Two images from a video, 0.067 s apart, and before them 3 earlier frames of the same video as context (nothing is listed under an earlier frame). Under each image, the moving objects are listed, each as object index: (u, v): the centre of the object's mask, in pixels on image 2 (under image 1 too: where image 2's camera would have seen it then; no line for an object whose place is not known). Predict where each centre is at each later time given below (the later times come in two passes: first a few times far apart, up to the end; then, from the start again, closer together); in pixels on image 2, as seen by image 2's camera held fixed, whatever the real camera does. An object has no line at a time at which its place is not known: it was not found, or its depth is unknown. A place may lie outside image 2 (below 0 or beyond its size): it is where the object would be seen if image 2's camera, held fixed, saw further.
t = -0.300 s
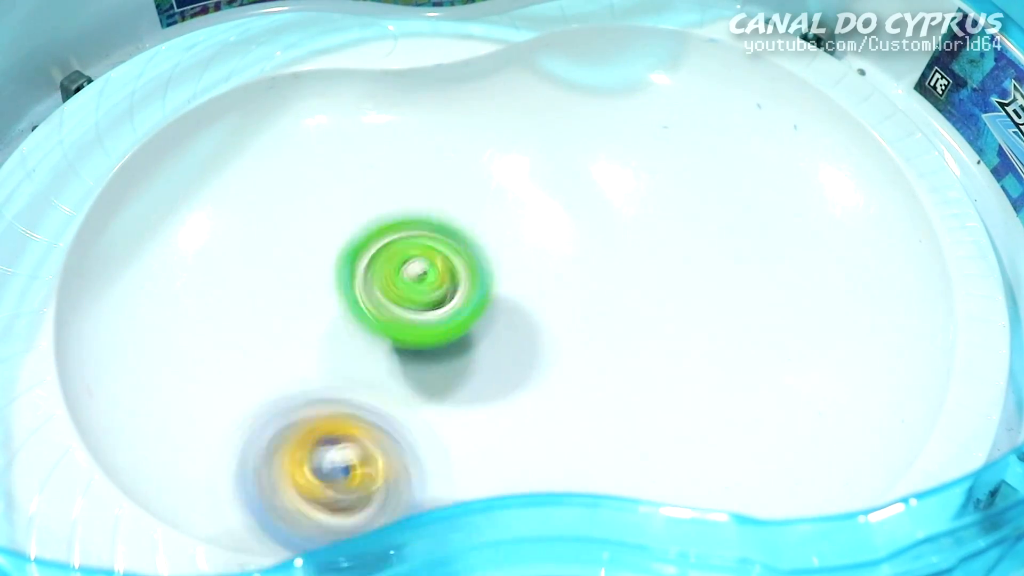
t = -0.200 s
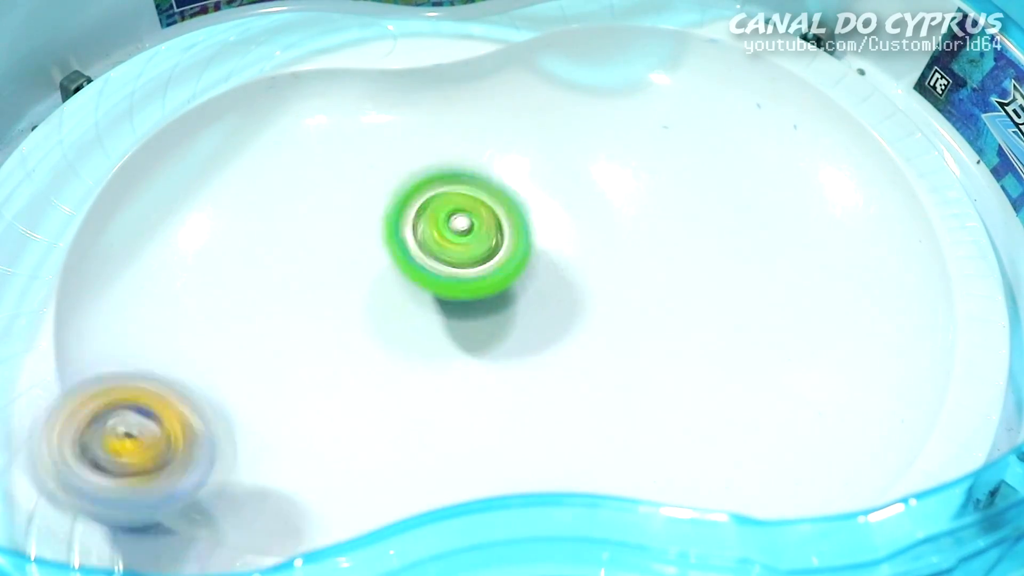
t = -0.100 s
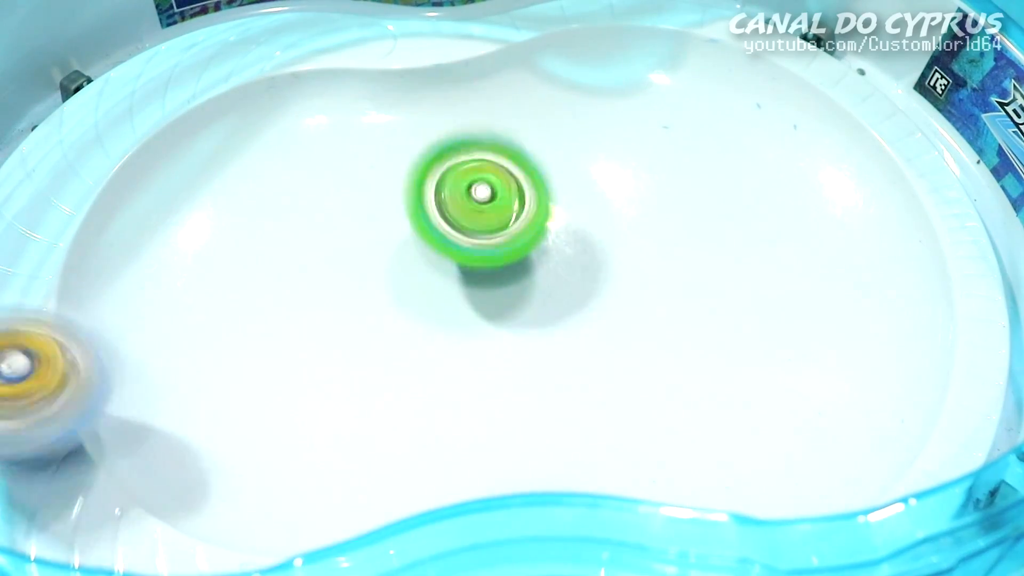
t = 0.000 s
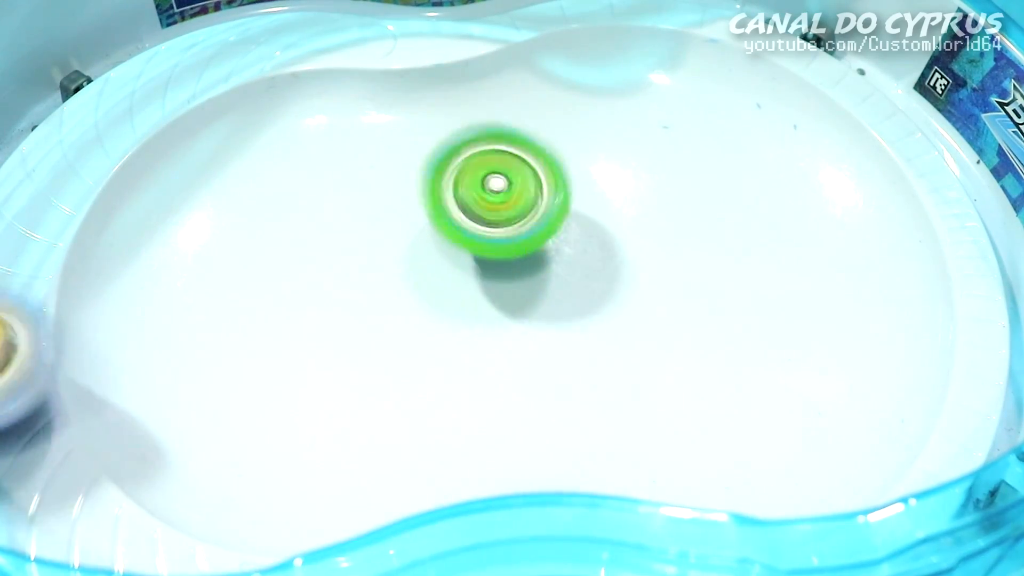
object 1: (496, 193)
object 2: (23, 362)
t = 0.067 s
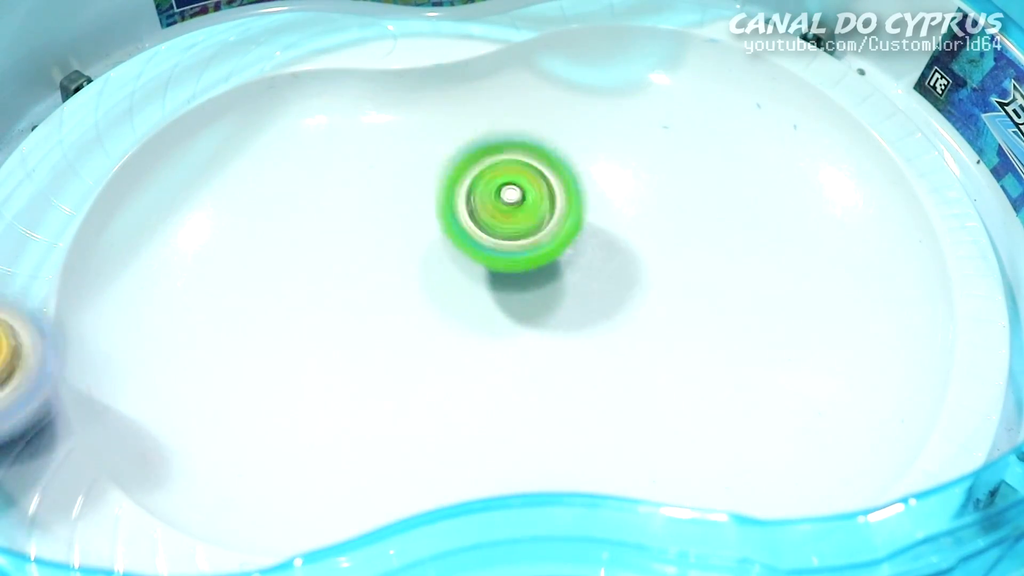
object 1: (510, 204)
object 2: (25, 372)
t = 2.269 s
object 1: (671, 289)
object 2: (699, 161)
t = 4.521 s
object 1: (678, 251)
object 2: (470, 346)
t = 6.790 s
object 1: (694, 327)
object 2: (454, 287)
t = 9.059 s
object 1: (543, 284)
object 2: (642, 223)
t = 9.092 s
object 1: (540, 286)
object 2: (648, 233)
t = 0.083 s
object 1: (518, 207)
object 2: (26, 376)
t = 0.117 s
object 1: (531, 217)
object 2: (29, 377)
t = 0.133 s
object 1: (540, 226)
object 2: (32, 382)
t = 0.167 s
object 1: (559, 237)
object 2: (34, 389)
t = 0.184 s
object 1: (570, 247)
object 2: (34, 390)
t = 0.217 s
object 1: (595, 262)
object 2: (39, 396)
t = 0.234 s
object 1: (608, 270)
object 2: (42, 400)
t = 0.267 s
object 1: (639, 289)
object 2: (48, 402)
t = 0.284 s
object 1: (656, 294)
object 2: (51, 404)
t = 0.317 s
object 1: (686, 307)
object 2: (57, 408)
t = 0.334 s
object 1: (706, 308)
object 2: (60, 408)
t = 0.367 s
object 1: (735, 312)
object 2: (73, 409)
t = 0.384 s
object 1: (752, 314)
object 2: (78, 409)
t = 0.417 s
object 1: (779, 308)
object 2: (95, 403)
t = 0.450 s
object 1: (799, 300)
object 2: (124, 398)
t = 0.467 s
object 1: (810, 296)
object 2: (147, 395)
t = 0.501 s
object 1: (822, 282)
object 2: (189, 385)
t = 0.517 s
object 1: (826, 277)
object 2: (213, 372)
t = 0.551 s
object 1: (827, 261)
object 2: (259, 341)
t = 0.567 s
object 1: (824, 256)
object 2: (276, 327)
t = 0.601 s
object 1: (814, 243)
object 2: (320, 303)
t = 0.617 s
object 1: (803, 240)
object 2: (340, 295)
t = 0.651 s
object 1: (787, 233)
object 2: (387, 276)
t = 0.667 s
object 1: (773, 229)
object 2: (410, 265)
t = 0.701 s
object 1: (748, 230)
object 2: (459, 248)
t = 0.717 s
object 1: (735, 231)
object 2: (485, 238)
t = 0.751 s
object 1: (705, 234)
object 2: (539, 219)
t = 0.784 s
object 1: (713, 247)
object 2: (553, 192)
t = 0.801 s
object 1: (724, 256)
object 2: (545, 179)
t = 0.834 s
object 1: (733, 270)
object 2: (548, 145)
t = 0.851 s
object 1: (736, 276)
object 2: (547, 137)
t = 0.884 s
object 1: (732, 286)
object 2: (551, 118)
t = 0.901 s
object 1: (734, 292)
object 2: (559, 117)
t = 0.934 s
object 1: (729, 301)
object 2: (581, 104)
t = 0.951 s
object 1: (729, 307)
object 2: (588, 98)
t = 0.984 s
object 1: (723, 316)
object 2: (610, 91)
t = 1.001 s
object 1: (721, 321)
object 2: (627, 91)
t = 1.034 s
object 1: (714, 330)
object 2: (645, 91)
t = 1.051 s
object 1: (711, 333)
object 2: (657, 92)
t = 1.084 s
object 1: (702, 342)
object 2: (676, 106)
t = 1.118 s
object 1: (691, 349)
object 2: (687, 119)
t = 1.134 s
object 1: (688, 353)
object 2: (695, 130)
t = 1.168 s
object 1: (677, 359)
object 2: (701, 156)
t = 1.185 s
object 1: (674, 361)
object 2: (703, 169)
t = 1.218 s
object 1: (664, 364)
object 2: (704, 198)
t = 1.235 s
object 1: (661, 367)
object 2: (702, 213)
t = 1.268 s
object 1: (653, 370)
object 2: (695, 242)
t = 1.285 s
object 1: (649, 377)
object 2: (687, 254)
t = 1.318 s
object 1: (637, 387)
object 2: (679, 263)
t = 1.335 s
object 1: (629, 394)
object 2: (675, 267)
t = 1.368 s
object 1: (622, 400)
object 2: (669, 268)
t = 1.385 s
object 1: (618, 404)
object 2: (666, 269)
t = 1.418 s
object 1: (613, 405)
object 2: (660, 265)
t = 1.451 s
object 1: (612, 404)
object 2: (651, 262)
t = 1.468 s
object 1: (610, 403)
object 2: (649, 261)
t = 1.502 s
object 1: (611, 398)
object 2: (644, 257)
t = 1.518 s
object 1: (610, 393)
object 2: (641, 256)
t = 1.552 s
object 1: (610, 384)
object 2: (640, 249)
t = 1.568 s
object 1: (612, 376)
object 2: (637, 249)
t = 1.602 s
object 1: (615, 365)
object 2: (634, 242)
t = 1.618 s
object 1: (614, 363)
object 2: (635, 236)
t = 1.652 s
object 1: (619, 365)
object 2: (632, 219)
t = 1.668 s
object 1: (621, 365)
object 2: (637, 208)
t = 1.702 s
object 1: (625, 363)
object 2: (636, 196)
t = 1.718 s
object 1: (628, 364)
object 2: (643, 190)
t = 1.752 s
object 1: (634, 358)
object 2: (646, 182)
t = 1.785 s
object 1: (643, 352)
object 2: (655, 173)
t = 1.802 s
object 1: (647, 348)
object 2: (660, 170)
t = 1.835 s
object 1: (655, 338)
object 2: (668, 166)
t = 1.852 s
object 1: (660, 333)
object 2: (673, 167)
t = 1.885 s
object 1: (667, 317)
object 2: (679, 167)
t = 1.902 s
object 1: (669, 309)
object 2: (682, 171)
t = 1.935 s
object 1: (672, 297)
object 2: (684, 169)
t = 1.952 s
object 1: (670, 295)
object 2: (690, 166)
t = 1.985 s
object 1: (671, 298)
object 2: (692, 148)
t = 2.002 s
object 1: (672, 301)
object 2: (697, 140)
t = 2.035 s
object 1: (674, 303)
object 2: (702, 127)
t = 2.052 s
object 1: (676, 305)
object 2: (709, 122)
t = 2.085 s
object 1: (677, 304)
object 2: (712, 116)
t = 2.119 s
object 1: (676, 303)
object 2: (717, 117)
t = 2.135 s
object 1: (678, 303)
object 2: (721, 117)
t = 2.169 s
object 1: (678, 301)
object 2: (719, 129)
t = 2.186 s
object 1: (677, 299)
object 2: (720, 130)
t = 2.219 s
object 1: (676, 296)
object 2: (713, 143)
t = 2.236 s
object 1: (674, 293)
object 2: (708, 148)
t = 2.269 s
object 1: (671, 289)
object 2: (699, 161)
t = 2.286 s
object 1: (667, 293)
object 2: (691, 165)
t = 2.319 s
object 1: (658, 297)
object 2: (681, 164)
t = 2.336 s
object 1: (656, 298)
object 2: (674, 164)
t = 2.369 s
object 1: (649, 302)
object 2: (666, 164)
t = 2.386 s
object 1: (646, 301)
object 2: (658, 164)
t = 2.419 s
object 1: (638, 301)
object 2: (648, 166)
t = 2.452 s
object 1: (638, 303)
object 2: (632, 168)
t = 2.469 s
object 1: (635, 306)
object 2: (630, 170)
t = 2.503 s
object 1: (630, 304)
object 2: (616, 172)
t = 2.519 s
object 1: (631, 305)
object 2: (611, 171)
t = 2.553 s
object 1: (628, 302)
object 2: (599, 168)
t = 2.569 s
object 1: (627, 302)
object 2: (596, 169)
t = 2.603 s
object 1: (626, 301)
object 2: (586, 165)
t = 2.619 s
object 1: (626, 300)
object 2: (585, 169)
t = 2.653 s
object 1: (629, 302)
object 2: (582, 172)
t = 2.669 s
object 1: (628, 309)
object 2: (577, 167)
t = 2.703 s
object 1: (641, 323)
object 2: (574, 160)
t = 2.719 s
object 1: (646, 334)
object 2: (571, 160)
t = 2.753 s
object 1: (656, 344)
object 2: (573, 154)
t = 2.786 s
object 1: (671, 356)
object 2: (575, 154)
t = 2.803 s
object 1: (674, 359)
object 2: (577, 153)
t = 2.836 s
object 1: (684, 360)
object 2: (583, 158)
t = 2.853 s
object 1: (692, 364)
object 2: (586, 159)
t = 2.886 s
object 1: (698, 366)
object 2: (593, 167)
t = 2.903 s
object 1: (702, 364)
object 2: (597, 168)
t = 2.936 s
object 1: (710, 361)
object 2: (608, 177)
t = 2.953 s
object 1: (716, 358)
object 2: (616, 183)
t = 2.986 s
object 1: (722, 354)
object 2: (629, 195)
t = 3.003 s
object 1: (720, 350)
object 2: (639, 204)
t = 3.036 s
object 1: (724, 342)
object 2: (650, 219)
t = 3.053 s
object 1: (730, 349)
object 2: (655, 224)
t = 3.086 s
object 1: (741, 355)
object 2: (659, 228)
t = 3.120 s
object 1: (752, 363)
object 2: (665, 238)
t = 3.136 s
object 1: (757, 367)
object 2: (668, 242)
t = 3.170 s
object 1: (766, 367)
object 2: (670, 252)
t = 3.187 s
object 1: (769, 367)
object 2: (670, 255)
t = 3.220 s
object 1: (774, 378)
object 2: (661, 259)
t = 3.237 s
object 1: (773, 377)
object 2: (662, 262)
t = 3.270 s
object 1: (773, 371)
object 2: (654, 257)
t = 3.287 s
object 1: (771, 373)
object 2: (647, 258)
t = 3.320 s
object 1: (764, 369)
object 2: (645, 254)
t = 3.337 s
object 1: (756, 368)
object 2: (641, 254)
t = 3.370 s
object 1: (744, 361)
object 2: (637, 252)
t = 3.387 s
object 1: (738, 358)
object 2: (635, 250)
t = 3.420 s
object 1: (727, 360)
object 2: (627, 247)
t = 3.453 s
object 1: (721, 363)
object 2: (614, 237)
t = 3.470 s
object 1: (722, 365)
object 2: (607, 234)
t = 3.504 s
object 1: (723, 368)
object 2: (601, 228)
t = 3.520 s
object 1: (718, 366)
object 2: (595, 223)
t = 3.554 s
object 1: (712, 363)
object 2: (589, 222)
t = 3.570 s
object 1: (709, 361)
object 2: (589, 219)
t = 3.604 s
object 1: (700, 357)
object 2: (583, 215)
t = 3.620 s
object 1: (694, 356)
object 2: (582, 216)
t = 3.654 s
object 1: (683, 346)
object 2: (583, 215)
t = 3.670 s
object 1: (676, 341)
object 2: (581, 217)
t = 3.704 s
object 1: (665, 337)
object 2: (582, 218)
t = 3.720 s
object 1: (663, 335)
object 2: (573, 214)
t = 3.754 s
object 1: (653, 333)
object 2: (568, 209)
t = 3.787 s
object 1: (649, 329)
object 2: (569, 199)
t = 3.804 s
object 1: (650, 328)
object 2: (569, 196)
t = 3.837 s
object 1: (650, 324)
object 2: (568, 195)
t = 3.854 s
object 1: (650, 325)
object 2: (566, 193)
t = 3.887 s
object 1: (646, 313)
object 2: (566, 192)
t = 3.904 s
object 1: (648, 313)
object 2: (569, 194)
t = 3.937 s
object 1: (659, 318)
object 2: (567, 194)
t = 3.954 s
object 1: (661, 316)
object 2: (564, 194)
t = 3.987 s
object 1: (675, 311)
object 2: (566, 199)
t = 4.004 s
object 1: (684, 311)
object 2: (565, 202)
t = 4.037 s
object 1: (696, 309)
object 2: (564, 207)
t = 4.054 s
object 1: (698, 308)
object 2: (568, 215)
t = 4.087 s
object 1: (705, 299)
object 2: (571, 225)
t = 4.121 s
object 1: (720, 296)
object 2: (567, 235)
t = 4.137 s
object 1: (726, 298)
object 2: (562, 239)
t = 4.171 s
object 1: (733, 293)
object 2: (554, 245)
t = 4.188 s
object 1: (736, 290)
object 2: (547, 247)
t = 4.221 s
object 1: (743, 285)
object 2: (539, 256)
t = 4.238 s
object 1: (743, 283)
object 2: (535, 261)
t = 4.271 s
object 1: (745, 280)
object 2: (523, 273)
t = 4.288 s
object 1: (743, 276)
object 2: (523, 277)
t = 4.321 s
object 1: (738, 272)
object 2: (514, 287)
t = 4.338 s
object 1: (738, 267)
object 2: (508, 290)
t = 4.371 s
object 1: (730, 265)
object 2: (506, 303)
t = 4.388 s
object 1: (728, 263)
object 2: (500, 308)
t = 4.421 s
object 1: (717, 259)
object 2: (487, 320)
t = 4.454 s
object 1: (702, 257)
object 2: (485, 329)
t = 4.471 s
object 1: (697, 253)
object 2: (480, 332)
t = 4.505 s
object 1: (683, 251)
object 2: (467, 344)
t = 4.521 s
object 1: (678, 251)
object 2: (470, 346)
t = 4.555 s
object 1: (659, 247)
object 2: (460, 348)
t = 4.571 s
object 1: (652, 248)
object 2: (454, 351)
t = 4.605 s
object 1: (641, 246)
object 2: (450, 355)
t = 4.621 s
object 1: (631, 249)
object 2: (445, 355)
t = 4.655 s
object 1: (617, 246)
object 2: (435, 354)
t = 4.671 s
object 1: (609, 244)
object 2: (431, 356)
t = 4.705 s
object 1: (600, 246)
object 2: (427, 352)
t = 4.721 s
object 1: (592, 243)
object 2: (425, 348)
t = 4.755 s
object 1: (579, 242)
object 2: (417, 346)
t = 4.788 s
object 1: (572, 242)
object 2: (415, 336)
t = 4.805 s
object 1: (565, 240)
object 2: (416, 331)
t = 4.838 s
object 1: (557, 240)
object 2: (412, 325)
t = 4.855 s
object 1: (554, 239)
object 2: (414, 318)
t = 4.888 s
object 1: (549, 238)
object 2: (409, 310)
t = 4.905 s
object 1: (551, 239)
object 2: (403, 308)
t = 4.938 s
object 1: (547, 239)
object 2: (403, 299)
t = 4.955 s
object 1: (551, 240)
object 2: (395, 297)
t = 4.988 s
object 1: (560, 237)
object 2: (383, 295)
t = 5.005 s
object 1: (567, 240)
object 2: (381, 292)
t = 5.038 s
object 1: (575, 240)
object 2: (364, 285)
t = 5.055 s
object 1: (581, 241)
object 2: (358, 282)
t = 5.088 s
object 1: (596, 244)
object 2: (348, 283)
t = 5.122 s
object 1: (610, 249)
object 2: (336, 279)
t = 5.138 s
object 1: (619, 252)
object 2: (332, 277)
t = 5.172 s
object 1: (633, 258)
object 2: (320, 282)
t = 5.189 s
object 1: (642, 262)
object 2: (319, 280)
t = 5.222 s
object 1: (660, 268)
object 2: (311, 278)
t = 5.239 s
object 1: (669, 273)
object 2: (305, 280)
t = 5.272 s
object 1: (683, 278)
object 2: (299, 281)
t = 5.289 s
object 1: (690, 280)
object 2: (291, 283)
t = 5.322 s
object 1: (708, 283)
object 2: (288, 285)
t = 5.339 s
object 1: (713, 288)
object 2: (284, 287)
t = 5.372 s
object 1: (722, 292)
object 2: (279, 286)
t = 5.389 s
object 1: (725, 291)
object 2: (277, 288)
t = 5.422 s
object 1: (737, 295)
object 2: (271, 293)
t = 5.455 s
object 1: (741, 299)
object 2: (271, 291)
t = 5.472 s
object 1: (741, 302)
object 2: (271, 292)
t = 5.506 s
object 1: (743, 303)
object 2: (267, 297)
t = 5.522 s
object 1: (740, 305)
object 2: (272, 298)
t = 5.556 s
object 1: (740, 304)
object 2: (273, 298)
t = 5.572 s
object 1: (734, 305)
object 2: (276, 299)
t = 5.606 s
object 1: (729, 306)
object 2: (283, 304)
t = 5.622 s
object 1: (719, 306)
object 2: (285, 303)
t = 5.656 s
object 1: (710, 303)
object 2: (289, 303)
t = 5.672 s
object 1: (702, 302)
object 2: (286, 306)
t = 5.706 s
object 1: (692, 302)
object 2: (300, 307)
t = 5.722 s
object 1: (681, 300)
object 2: (300, 305)
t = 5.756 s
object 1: (666, 297)
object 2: (308, 310)
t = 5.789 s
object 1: (656, 293)
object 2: (321, 307)
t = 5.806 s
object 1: (647, 292)
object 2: (320, 306)
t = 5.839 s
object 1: (631, 284)
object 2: (329, 306)
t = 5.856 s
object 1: (623, 279)
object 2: (333, 306)
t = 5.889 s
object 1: (616, 274)
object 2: (344, 301)
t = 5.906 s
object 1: (607, 272)
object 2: (350, 301)
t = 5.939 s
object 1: (596, 262)
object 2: (355, 298)
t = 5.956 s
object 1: (589, 256)
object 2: (368, 295)
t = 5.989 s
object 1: (585, 249)
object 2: (373, 289)
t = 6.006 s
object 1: (579, 245)
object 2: (380, 286)
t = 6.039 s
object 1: (572, 238)
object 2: (394, 281)
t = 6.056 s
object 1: (567, 232)
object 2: (400, 276)
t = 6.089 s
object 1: (562, 227)
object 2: (410, 268)
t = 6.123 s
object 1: (566, 218)
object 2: (414, 271)
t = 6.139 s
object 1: (574, 215)
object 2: (416, 271)
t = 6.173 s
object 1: (583, 209)
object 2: (414, 270)
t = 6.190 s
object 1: (588, 206)
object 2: (409, 269)
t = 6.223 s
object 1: (601, 199)
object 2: (401, 272)
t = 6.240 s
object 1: (610, 198)
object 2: (400, 273)
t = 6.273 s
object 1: (627, 203)
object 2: (400, 276)
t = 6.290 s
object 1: (634, 207)
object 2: (398, 278)
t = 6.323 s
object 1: (648, 209)
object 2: (398, 280)
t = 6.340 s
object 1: (654, 208)
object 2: (396, 281)
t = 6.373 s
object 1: (676, 210)
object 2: (394, 285)
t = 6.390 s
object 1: (685, 214)
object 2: (393, 288)
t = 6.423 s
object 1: (701, 224)
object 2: (399, 292)
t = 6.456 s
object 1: (711, 228)
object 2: (397, 292)
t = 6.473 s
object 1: (718, 231)
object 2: (398, 295)
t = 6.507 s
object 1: (732, 238)
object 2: (395, 298)
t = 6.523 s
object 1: (736, 246)
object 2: (405, 300)
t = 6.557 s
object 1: (740, 256)
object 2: (408, 300)
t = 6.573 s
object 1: (740, 263)
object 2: (412, 299)
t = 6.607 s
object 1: (743, 269)
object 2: (410, 302)
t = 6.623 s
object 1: (743, 278)
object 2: (416, 300)
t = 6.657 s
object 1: (742, 289)
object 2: (422, 299)
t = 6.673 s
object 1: (735, 298)
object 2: (429, 298)
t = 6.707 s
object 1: (727, 305)
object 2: (432, 298)
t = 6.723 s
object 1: (720, 310)
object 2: (440, 297)
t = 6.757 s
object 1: (713, 317)
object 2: (444, 291)
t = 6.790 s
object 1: (694, 327)
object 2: (454, 287)
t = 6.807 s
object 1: (687, 330)
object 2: (457, 287)
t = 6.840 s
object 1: (667, 335)
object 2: (469, 279)
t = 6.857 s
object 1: (662, 341)
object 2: (472, 275)
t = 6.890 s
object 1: (644, 344)
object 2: (483, 269)
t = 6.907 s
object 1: (639, 345)
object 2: (485, 266)
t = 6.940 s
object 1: (619, 342)
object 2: (501, 259)
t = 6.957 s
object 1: (616, 344)
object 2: (501, 253)
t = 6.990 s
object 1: (606, 342)
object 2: (505, 239)
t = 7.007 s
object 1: (607, 342)
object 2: (507, 235)
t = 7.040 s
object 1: (603, 339)
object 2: (521, 221)
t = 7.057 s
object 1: (606, 340)
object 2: (525, 214)
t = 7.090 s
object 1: (601, 338)
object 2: (526, 201)
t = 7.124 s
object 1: (605, 331)
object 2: (528, 198)
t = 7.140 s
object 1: (607, 325)
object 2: (538, 195)
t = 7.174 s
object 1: (617, 325)
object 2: (548, 182)
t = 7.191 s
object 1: (619, 324)
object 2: (554, 181)
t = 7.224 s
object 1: (621, 314)
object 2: (559, 176)
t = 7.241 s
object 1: (622, 308)
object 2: (566, 178)
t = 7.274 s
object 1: (633, 306)
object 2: (577, 171)
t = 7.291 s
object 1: (639, 309)
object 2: (578, 169)
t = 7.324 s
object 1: (652, 309)
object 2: (588, 166)
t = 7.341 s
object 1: (659, 311)
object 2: (591, 163)
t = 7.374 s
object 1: (674, 307)
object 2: (609, 166)
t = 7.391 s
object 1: (683, 310)
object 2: (613, 163)
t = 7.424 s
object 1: (694, 308)
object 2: (625, 166)
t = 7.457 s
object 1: (704, 306)
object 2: (635, 168)
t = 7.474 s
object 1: (707, 301)
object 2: (645, 173)
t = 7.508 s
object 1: (721, 302)
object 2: (664, 175)
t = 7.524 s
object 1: (724, 304)
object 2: (667, 176)
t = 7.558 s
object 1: (727, 305)
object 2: (679, 177)
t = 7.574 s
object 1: (727, 305)
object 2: (681, 178)
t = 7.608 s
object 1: (731, 312)
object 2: (693, 175)
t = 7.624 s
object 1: (731, 318)
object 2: (696, 171)
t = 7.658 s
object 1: (731, 323)
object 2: (693, 167)
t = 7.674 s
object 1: (731, 326)
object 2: (695, 167)
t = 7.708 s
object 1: (728, 331)
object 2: (692, 170)
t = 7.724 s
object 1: (726, 333)
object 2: (700, 175)
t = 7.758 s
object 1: (715, 339)
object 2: (702, 173)
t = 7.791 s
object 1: (706, 337)
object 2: (699, 179)
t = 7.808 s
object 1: (700, 338)
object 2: (693, 181)
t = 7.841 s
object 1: (688, 340)
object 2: (687, 200)
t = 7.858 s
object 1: (686, 332)
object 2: (688, 206)
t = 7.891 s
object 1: (666, 347)
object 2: (681, 196)
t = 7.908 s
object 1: (659, 367)
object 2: (677, 195)
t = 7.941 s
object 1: (658, 376)
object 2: (668, 191)
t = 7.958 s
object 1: (657, 375)
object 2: (660, 193)
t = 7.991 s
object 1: (660, 374)
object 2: (654, 201)
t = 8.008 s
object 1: (657, 375)
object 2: (653, 201)
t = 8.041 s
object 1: (654, 373)
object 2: (648, 199)
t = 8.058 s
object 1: (656, 369)
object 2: (647, 203)
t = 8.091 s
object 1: (657, 362)
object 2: (638, 201)
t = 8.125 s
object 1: (665, 353)
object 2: (629, 211)
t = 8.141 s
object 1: (670, 351)
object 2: (629, 217)
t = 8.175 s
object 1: (685, 350)
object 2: (625, 220)
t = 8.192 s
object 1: (697, 358)
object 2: (620, 217)
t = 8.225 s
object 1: (711, 375)
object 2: (610, 208)
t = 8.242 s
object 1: (713, 382)
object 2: (604, 209)
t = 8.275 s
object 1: (710, 396)
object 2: (597, 211)
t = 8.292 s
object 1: (705, 401)
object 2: (596, 216)
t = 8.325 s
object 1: (692, 401)
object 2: (602, 219)
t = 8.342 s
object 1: (689, 399)
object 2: (607, 222)
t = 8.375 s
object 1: (688, 394)
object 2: (615, 227)
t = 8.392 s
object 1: (689, 392)
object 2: (615, 226)
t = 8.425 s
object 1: (683, 389)
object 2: (612, 228)
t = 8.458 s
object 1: (682, 382)
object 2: (620, 239)
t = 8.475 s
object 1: (679, 376)
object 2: (627, 241)
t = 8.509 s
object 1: (673, 364)
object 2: (632, 243)
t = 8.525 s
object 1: (668, 362)
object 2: (640, 243)
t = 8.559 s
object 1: (664, 363)
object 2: (651, 237)
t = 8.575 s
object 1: (661, 360)
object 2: (656, 237)
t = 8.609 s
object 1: (658, 355)
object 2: (661, 232)
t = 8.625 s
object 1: (655, 350)
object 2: (669, 229)
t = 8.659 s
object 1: (650, 343)
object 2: (681, 221)
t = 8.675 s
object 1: (646, 338)
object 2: (685, 216)
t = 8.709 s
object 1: (638, 328)
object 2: (684, 210)
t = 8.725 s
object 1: (633, 321)
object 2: (682, 207)
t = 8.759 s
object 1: (619, 310)
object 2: (686, 197)
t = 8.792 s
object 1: (607, 301)
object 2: (684, 189)
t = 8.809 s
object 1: (601, 298)
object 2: (681, 189)
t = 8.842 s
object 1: (591, 291)
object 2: (681, 193)
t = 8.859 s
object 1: (586, 288)
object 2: (680, 193)
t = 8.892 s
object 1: (575, 287)
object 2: (670, 200)
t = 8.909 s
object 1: (570, 287)
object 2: (667, 205)
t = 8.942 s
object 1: (561, 283)
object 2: (661, 208)
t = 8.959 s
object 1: (558, 282)
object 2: (658, 206)
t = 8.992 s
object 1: (552, 283)
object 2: (646, 205)
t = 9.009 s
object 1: (549, 283)
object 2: (640, 207)
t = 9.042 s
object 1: (546, 283)
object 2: (636, 215)
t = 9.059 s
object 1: (543, 284)
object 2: (642, 223)
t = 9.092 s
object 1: (540, 286)
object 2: (648, 233)
